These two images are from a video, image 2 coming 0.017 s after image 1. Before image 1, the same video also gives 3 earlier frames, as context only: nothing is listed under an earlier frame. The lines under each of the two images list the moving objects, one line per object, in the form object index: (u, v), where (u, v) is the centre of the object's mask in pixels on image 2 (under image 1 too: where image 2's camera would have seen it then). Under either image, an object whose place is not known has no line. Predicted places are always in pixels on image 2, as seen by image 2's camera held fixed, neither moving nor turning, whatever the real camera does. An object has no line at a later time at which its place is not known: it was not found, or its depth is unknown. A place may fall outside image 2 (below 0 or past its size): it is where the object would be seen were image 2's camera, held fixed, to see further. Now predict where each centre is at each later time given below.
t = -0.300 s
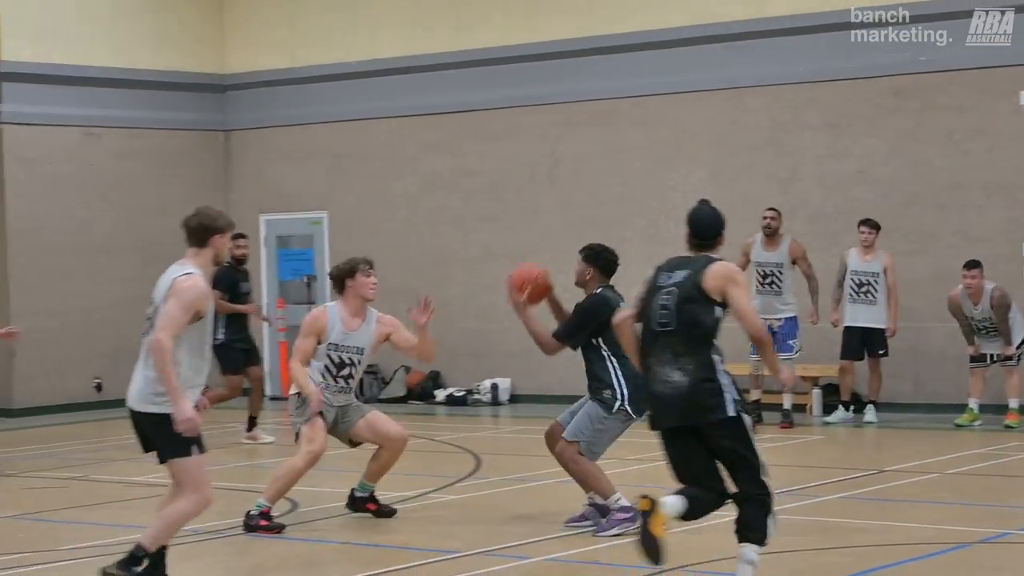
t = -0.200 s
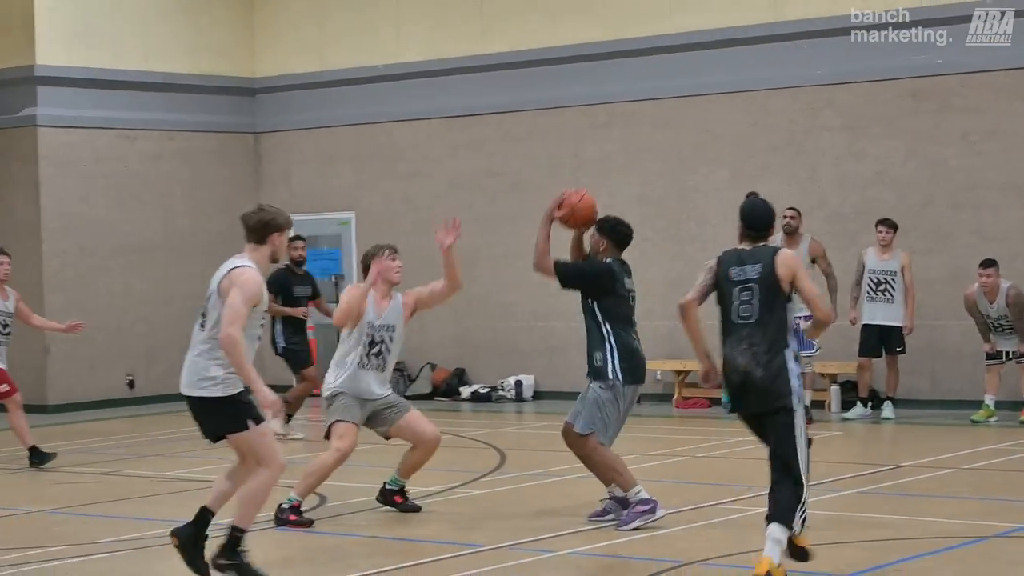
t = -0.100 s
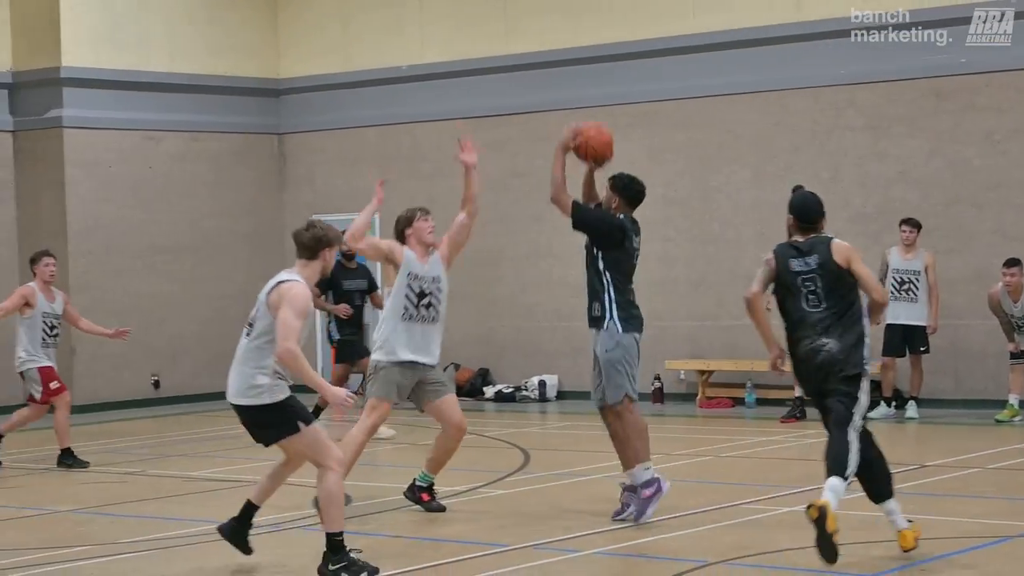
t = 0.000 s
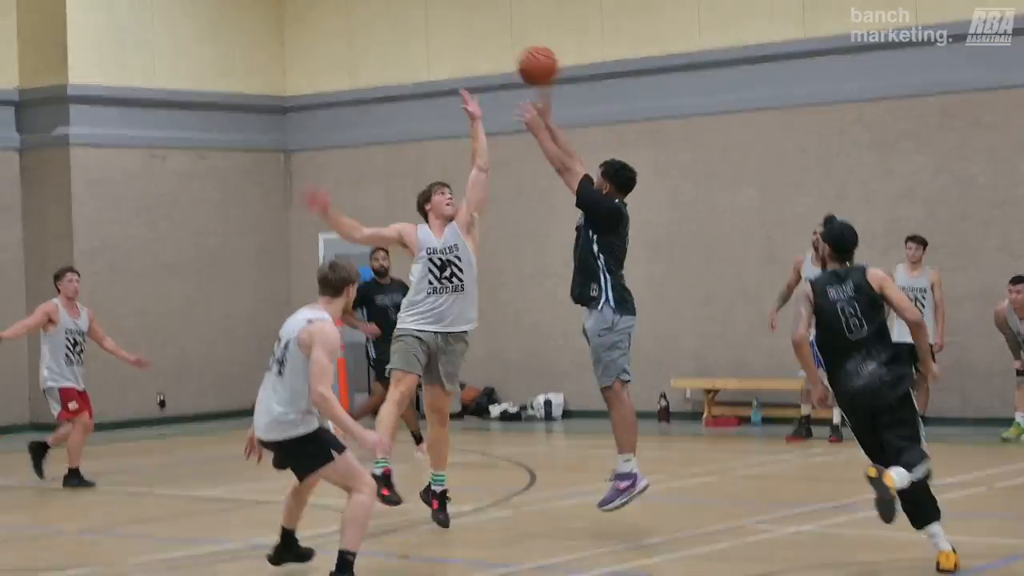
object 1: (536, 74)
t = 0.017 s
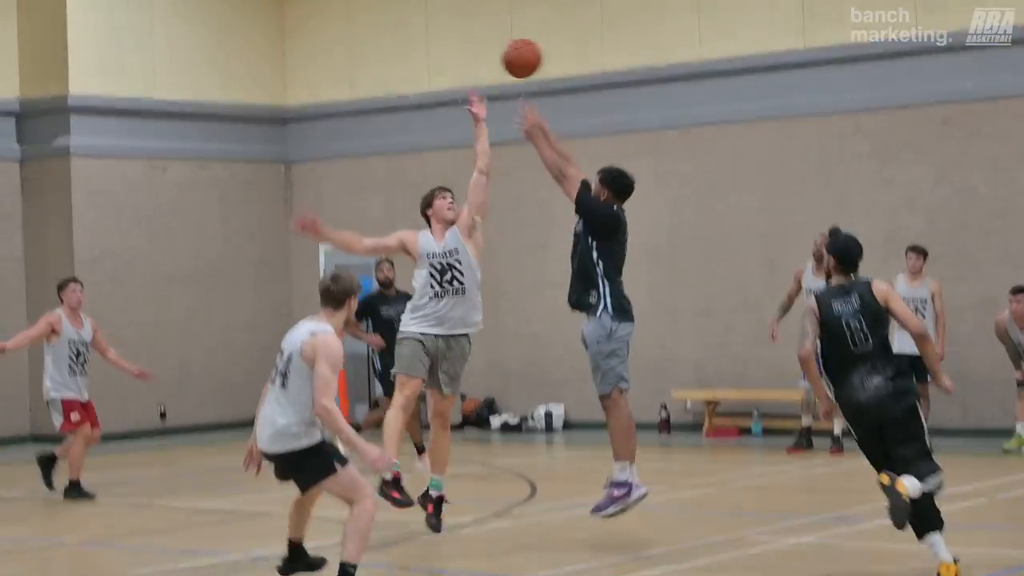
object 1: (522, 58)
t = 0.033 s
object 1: (508, 41)
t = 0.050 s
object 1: (494, 25)
